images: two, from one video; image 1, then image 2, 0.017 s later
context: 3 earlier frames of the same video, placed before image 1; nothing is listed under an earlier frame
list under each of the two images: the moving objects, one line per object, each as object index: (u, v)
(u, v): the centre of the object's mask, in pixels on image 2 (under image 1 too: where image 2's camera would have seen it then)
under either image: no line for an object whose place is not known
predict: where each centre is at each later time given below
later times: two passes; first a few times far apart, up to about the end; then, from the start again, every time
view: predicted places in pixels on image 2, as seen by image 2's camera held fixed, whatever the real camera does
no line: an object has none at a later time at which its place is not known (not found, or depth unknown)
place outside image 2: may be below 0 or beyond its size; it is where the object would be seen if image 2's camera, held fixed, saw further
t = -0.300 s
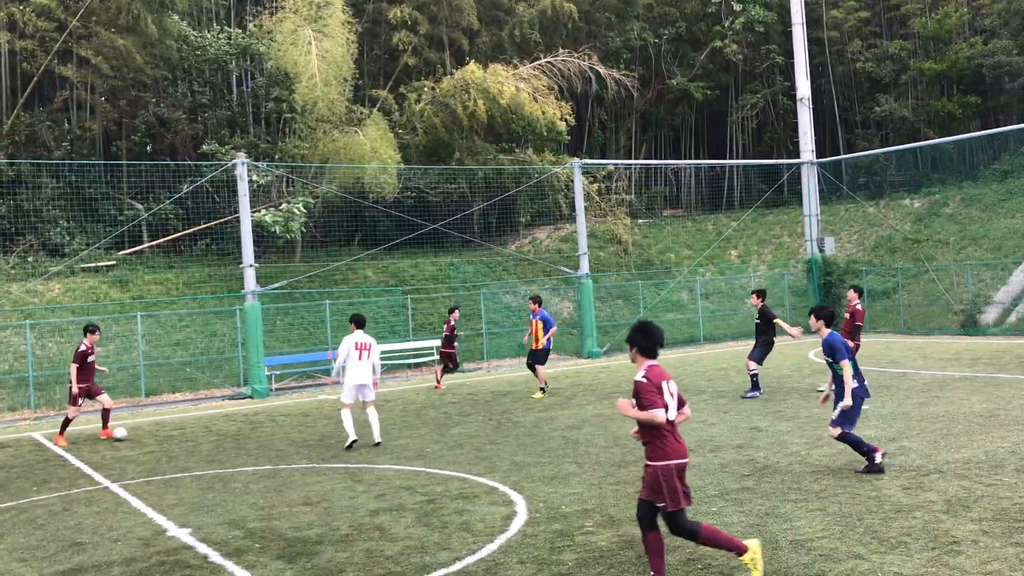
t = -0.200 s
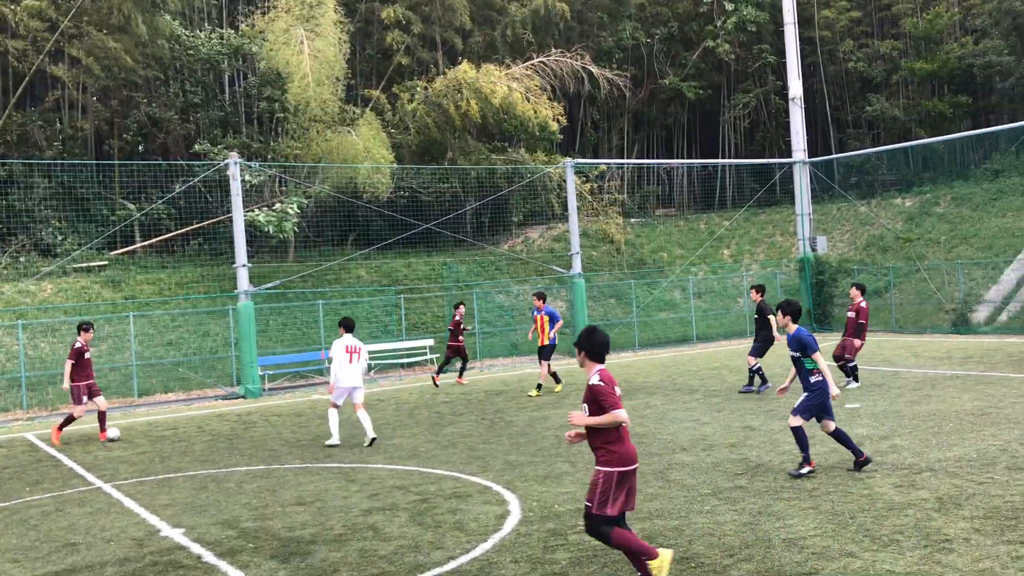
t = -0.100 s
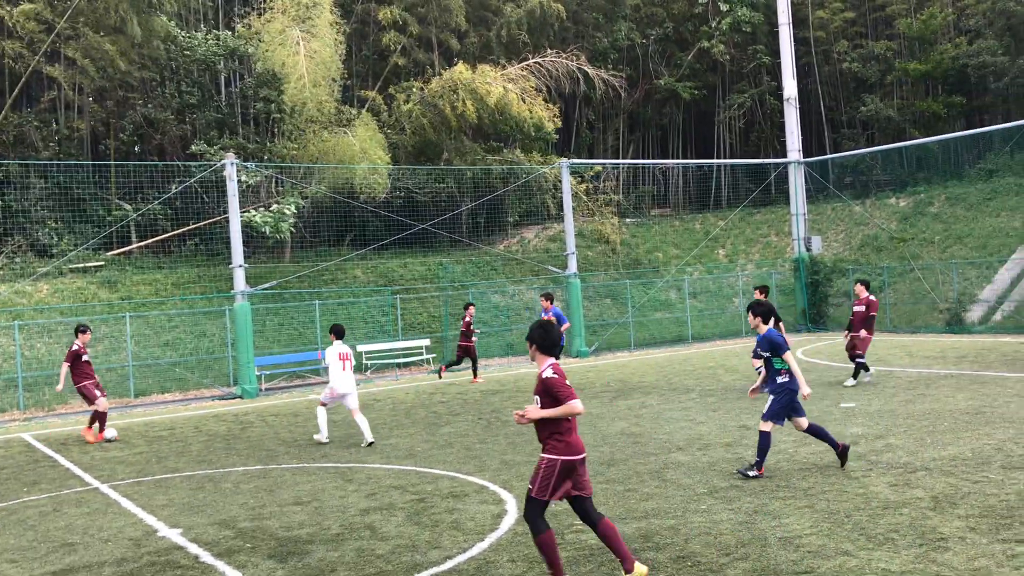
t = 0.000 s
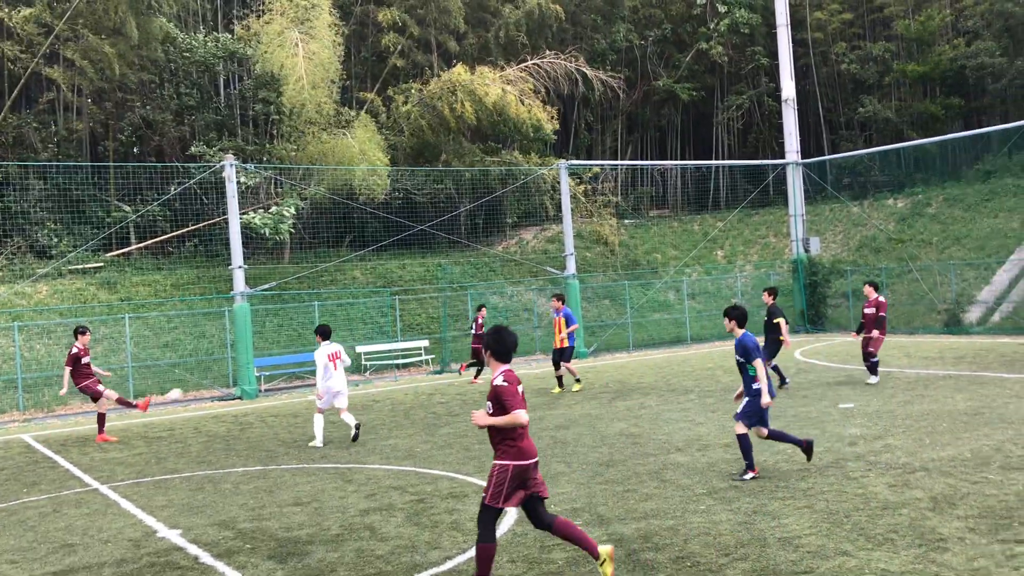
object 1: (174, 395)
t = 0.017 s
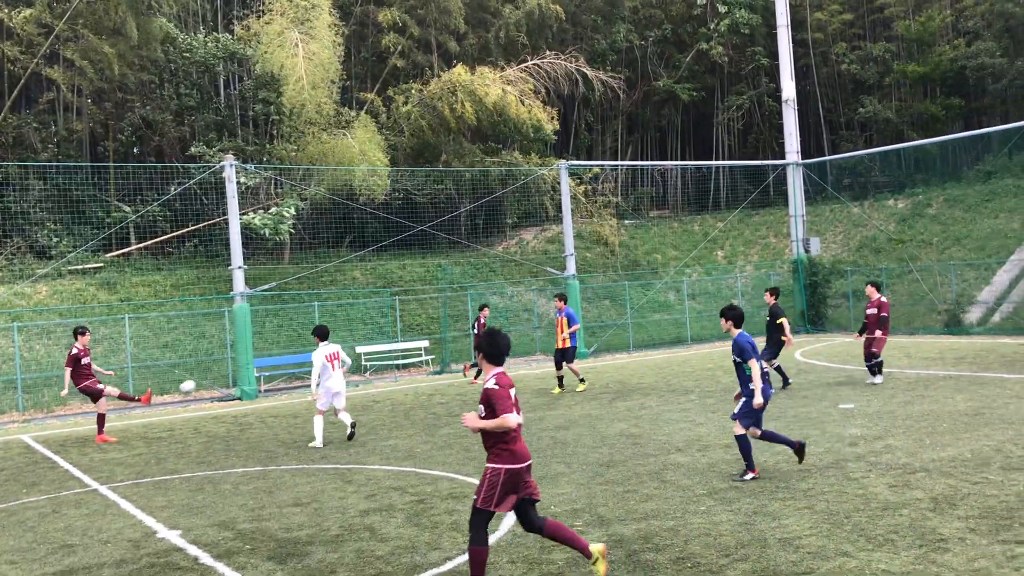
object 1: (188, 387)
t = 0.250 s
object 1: (359, 289)
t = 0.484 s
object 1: (505, 232)
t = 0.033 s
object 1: (200, 378)
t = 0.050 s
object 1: (213, 370)
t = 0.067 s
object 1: (226, 362)
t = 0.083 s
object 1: (239, 355)
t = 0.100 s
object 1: (252, 347)
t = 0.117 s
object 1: (264, 340)
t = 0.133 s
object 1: (276, 332)
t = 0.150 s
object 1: (288, 326)
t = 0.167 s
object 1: (300, 319)
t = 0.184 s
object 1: (312, 312)
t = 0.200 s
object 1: (324, 306)
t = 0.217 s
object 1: (336, 301)
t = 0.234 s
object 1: (348, 294)
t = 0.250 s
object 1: (359, 289)
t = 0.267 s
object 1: (370, 283)
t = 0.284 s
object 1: (381, 279)
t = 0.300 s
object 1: (392, 274)
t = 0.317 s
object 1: (403, 269)
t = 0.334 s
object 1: (414, 264)
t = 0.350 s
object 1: (424, 260)
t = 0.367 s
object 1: (435, 256)
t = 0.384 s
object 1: (446, 252)
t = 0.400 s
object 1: (456, 247)
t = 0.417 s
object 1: (466, 244)
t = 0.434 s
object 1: (476, 241)
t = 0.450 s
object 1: (486, 238)
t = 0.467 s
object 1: (496, 234)
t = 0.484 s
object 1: (505, 232)
